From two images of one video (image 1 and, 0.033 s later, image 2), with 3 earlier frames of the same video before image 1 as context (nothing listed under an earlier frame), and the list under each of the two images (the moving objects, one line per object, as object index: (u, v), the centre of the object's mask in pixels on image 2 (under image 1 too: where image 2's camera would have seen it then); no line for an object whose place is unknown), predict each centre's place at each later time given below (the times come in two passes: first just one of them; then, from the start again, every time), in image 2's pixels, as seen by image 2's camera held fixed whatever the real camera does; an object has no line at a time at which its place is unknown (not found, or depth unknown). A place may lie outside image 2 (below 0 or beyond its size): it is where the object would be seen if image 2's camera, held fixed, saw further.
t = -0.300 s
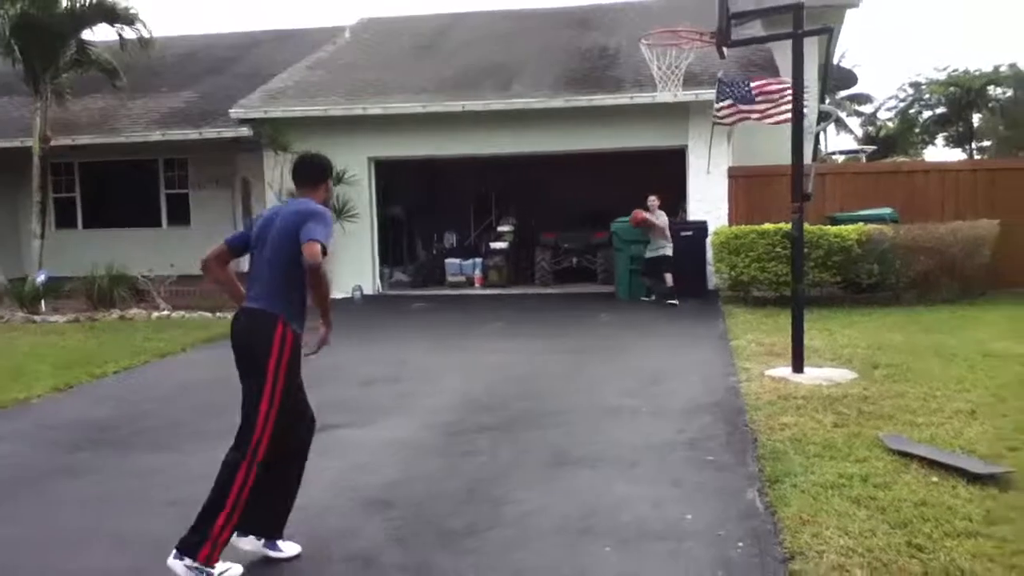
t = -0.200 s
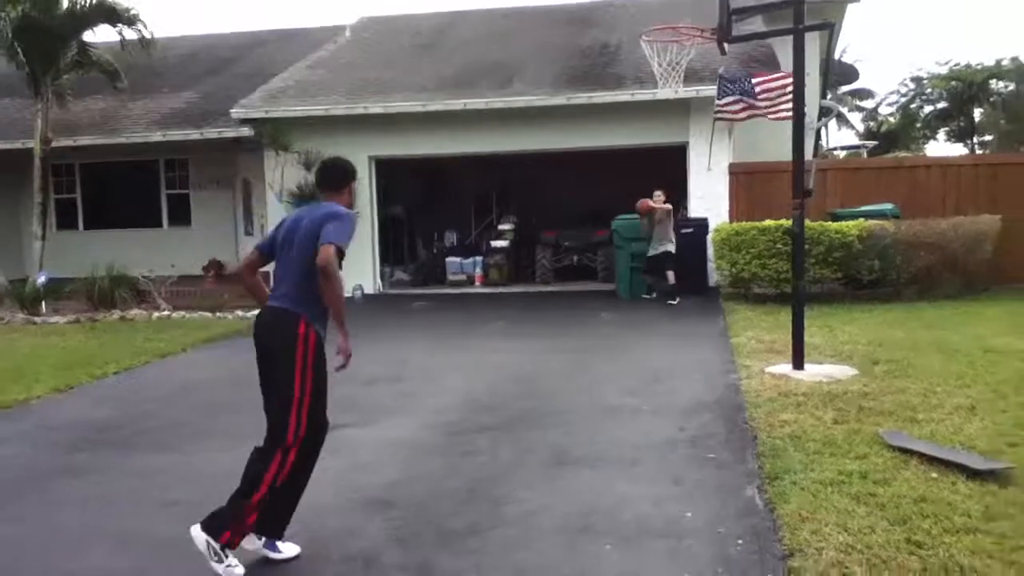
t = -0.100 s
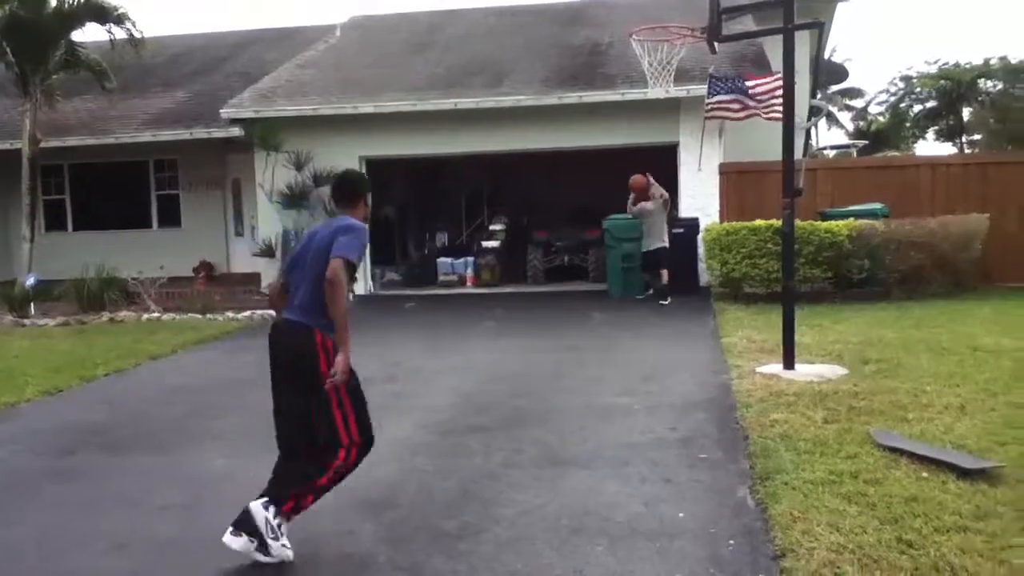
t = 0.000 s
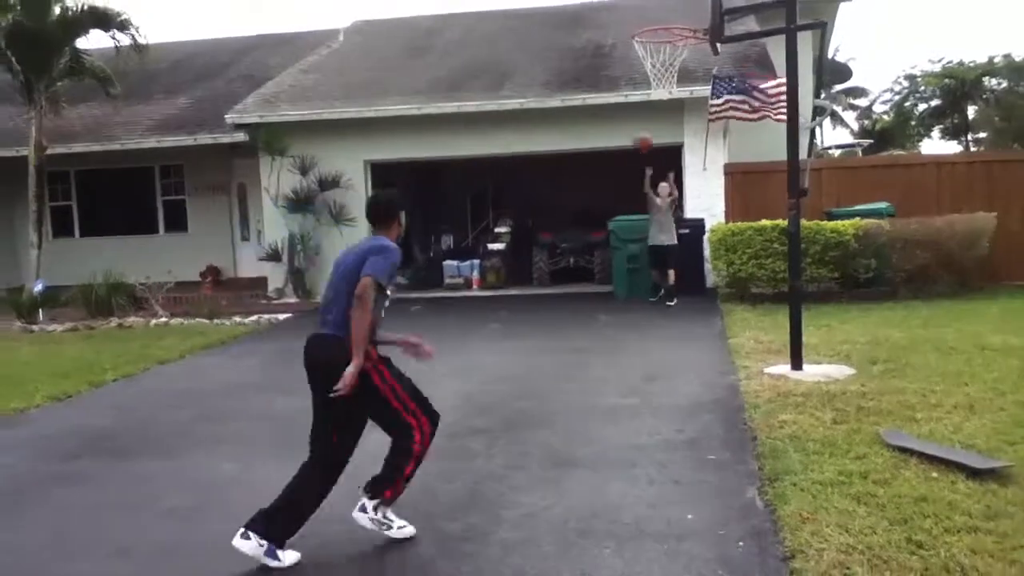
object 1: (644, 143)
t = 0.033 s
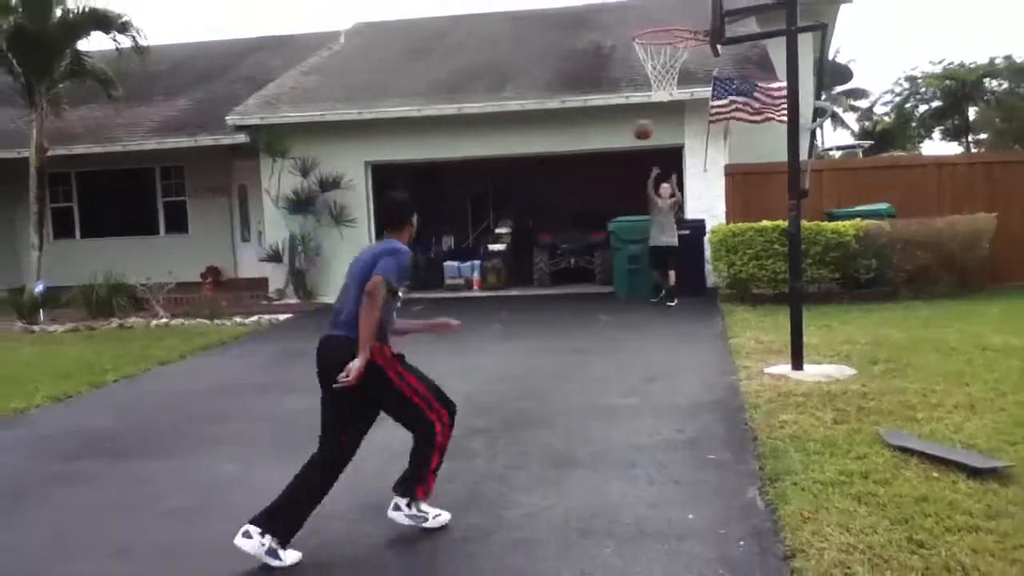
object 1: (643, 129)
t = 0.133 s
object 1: (643, 91)
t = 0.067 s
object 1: (642, 115)
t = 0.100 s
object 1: (642, 102)
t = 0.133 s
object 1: (643, 91)
